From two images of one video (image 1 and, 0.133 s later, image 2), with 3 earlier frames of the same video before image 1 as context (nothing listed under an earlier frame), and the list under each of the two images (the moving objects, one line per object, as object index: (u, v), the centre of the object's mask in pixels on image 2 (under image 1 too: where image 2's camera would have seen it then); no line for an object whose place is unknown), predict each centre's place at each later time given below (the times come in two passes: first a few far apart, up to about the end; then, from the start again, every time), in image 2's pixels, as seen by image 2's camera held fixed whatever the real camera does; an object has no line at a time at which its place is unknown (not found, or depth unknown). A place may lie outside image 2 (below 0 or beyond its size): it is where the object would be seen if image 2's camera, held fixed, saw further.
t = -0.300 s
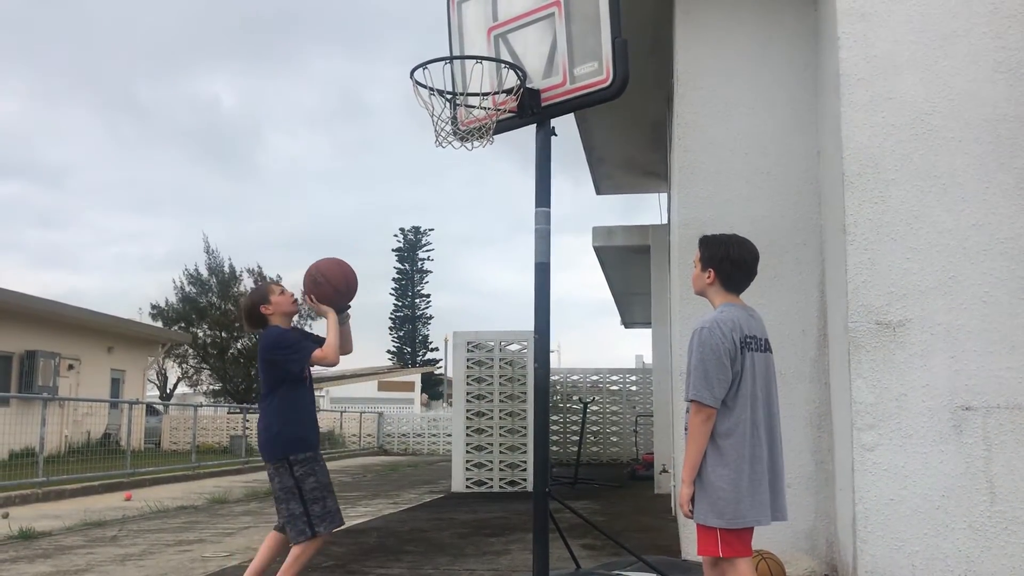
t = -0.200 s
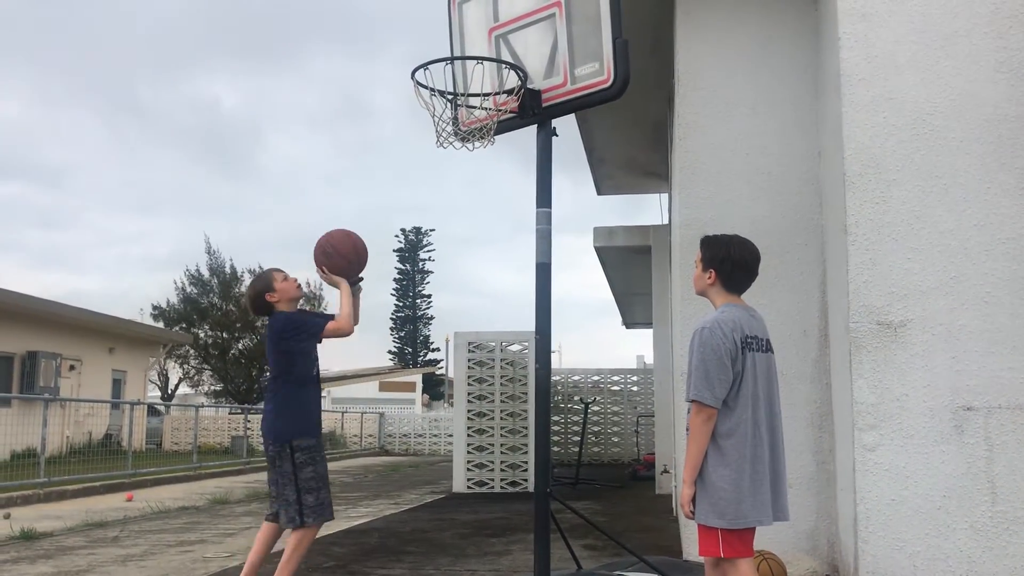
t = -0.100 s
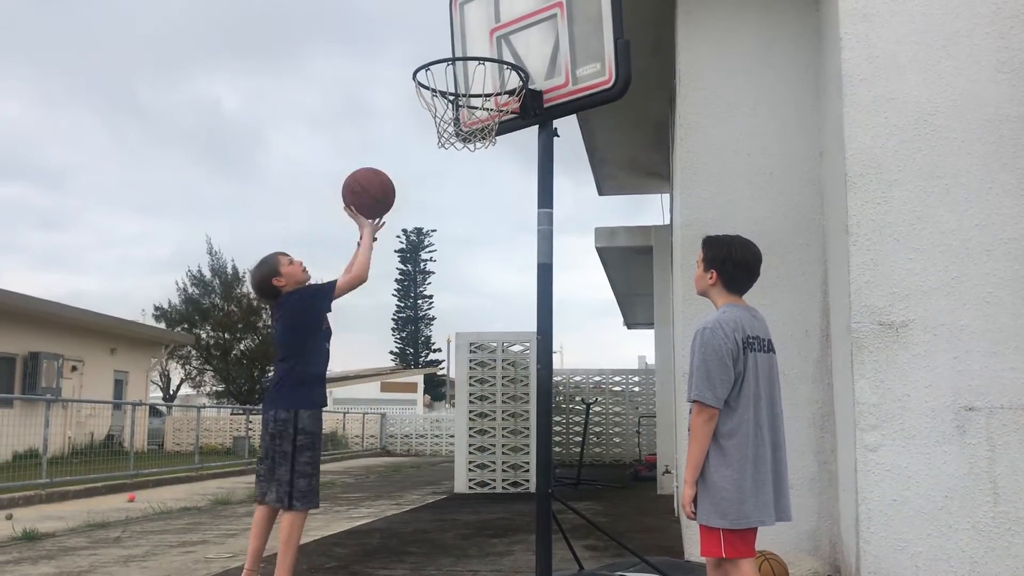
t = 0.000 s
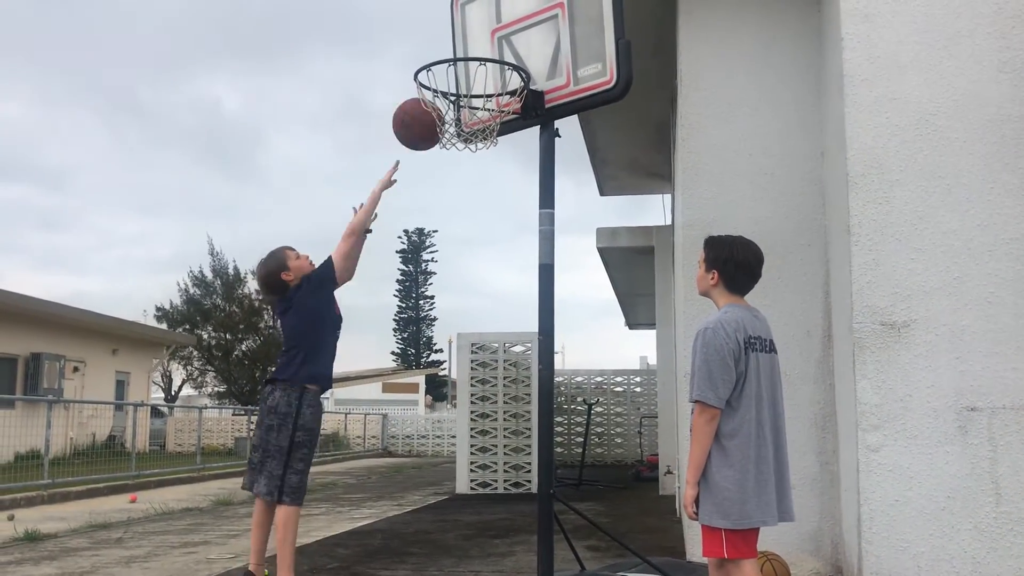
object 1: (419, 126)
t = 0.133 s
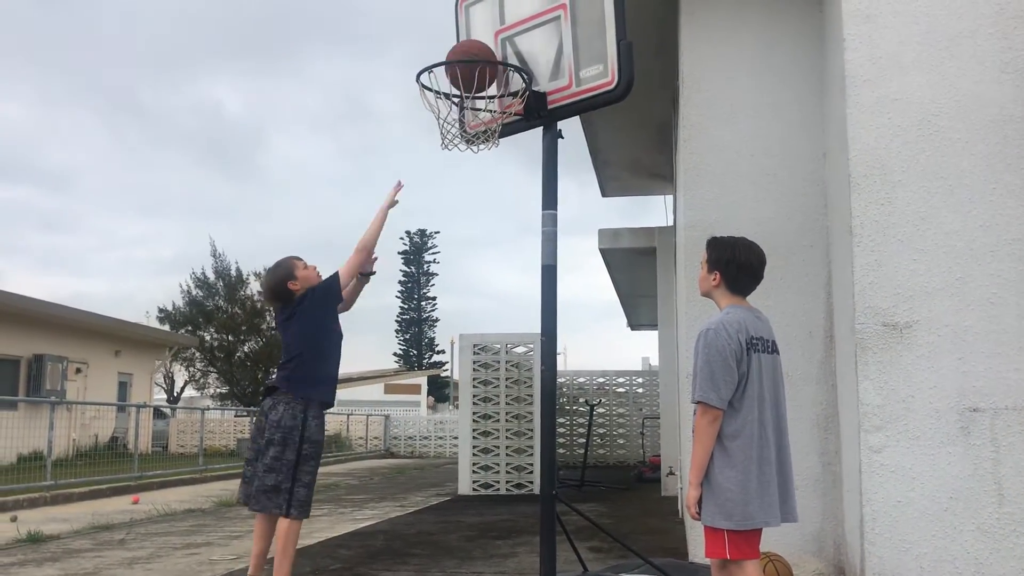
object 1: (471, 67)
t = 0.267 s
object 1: (463, 55)
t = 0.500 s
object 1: (487, 141)
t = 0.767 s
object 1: (519, 327)
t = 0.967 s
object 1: (488, 500)
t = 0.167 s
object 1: (469, 61)
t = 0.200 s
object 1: (467, 57)
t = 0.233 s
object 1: (465, 55)
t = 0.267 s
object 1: (463, 55)
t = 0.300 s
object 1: (461, 58)
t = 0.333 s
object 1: (458, 64)
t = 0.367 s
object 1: (457, 73)
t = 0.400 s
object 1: (465, 88)
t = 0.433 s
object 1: (473, 106)
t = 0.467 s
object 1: (480, 123)
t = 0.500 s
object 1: (487, 141)
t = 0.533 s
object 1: (493, 159)
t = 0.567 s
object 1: (498, 178)
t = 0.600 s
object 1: (503, 199)
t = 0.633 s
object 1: (508, 223)
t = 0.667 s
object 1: (513, 249)
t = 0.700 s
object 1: (518, 277)
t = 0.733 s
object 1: (523, 308)
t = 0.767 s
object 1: (519, 327)
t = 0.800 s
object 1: (514, 348)
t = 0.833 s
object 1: (509, 372)
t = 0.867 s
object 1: (504, 400)
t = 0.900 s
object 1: (498, 430)
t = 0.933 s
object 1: (493, 464)
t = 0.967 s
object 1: (488, 500)
